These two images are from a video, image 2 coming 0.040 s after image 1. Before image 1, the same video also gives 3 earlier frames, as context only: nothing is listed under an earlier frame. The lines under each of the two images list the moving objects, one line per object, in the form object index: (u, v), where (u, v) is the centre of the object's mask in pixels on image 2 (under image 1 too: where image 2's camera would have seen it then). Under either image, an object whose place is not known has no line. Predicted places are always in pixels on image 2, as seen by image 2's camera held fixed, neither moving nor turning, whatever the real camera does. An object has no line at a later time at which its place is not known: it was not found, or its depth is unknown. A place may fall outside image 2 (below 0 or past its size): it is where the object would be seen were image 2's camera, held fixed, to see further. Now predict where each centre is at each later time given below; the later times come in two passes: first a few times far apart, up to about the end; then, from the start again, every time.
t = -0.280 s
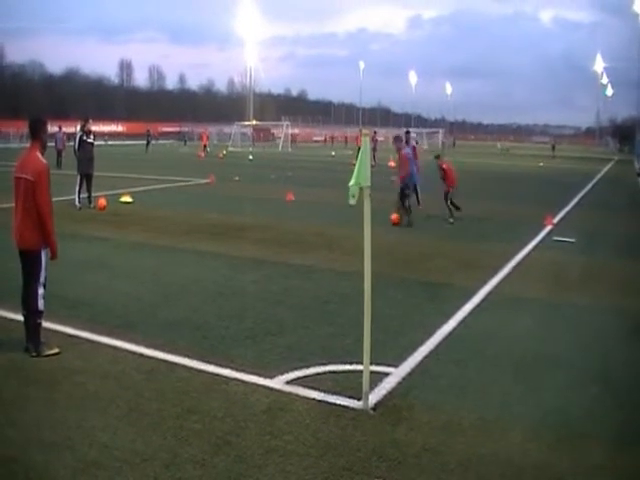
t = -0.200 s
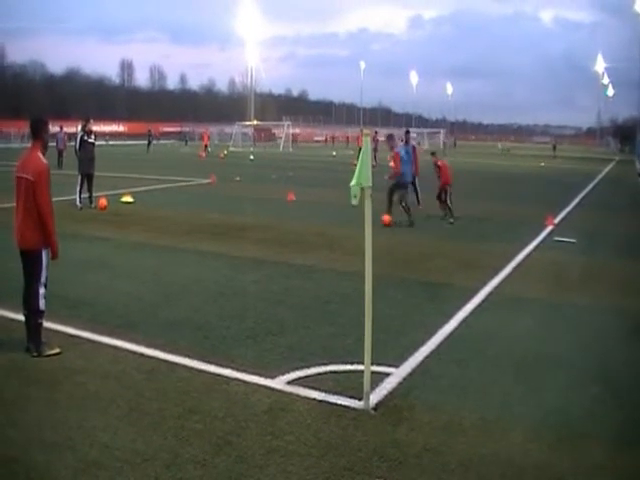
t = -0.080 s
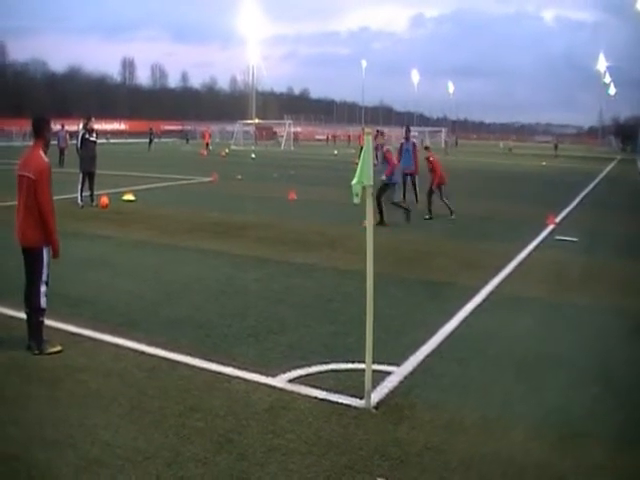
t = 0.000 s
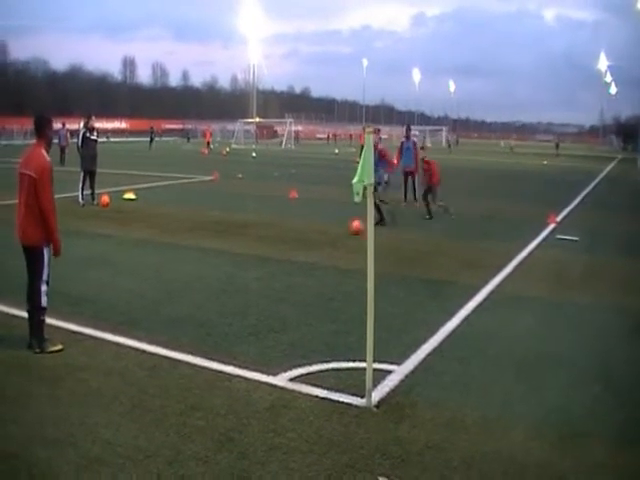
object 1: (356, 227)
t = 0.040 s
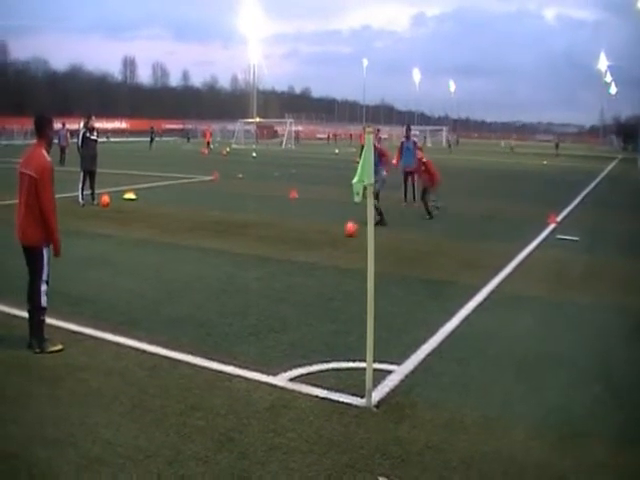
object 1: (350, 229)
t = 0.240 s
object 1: (314, 240)
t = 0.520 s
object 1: (260, 256)
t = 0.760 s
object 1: (208, 273)
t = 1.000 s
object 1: (146, 291)
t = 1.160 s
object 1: (99, 305)
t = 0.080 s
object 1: (343, 231)
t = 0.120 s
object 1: (336, 233)
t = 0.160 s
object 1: (329, 235)
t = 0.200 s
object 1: (321, 236)
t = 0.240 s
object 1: (314, 240)
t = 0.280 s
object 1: (307, 242)
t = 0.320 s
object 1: (300, 245)
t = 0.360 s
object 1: (292, 248)
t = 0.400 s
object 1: (284, 249)
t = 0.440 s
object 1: (277, 252)
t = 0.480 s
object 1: (268, 255)
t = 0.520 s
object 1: (260, 256)
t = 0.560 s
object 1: (252, 259)
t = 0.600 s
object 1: (244, 261)
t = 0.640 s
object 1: (236, 265)
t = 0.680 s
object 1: (226, 267)
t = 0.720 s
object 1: (218, 270)
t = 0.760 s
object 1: (208, 273)
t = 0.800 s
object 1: (198, 275)
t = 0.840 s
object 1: (189, 279)
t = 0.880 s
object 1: (178, 282)
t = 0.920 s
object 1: (168, 285)
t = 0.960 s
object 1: (157, 287)
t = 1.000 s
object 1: (146, 291)
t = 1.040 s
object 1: (135, 295)
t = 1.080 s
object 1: (124, 297)
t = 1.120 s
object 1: (111, 302)
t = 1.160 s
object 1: (99, 305)
